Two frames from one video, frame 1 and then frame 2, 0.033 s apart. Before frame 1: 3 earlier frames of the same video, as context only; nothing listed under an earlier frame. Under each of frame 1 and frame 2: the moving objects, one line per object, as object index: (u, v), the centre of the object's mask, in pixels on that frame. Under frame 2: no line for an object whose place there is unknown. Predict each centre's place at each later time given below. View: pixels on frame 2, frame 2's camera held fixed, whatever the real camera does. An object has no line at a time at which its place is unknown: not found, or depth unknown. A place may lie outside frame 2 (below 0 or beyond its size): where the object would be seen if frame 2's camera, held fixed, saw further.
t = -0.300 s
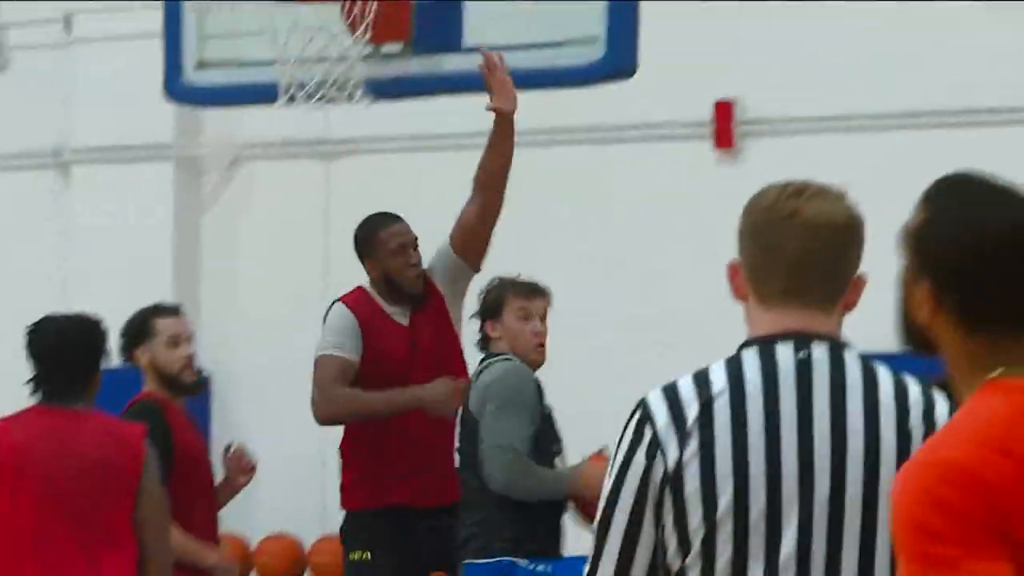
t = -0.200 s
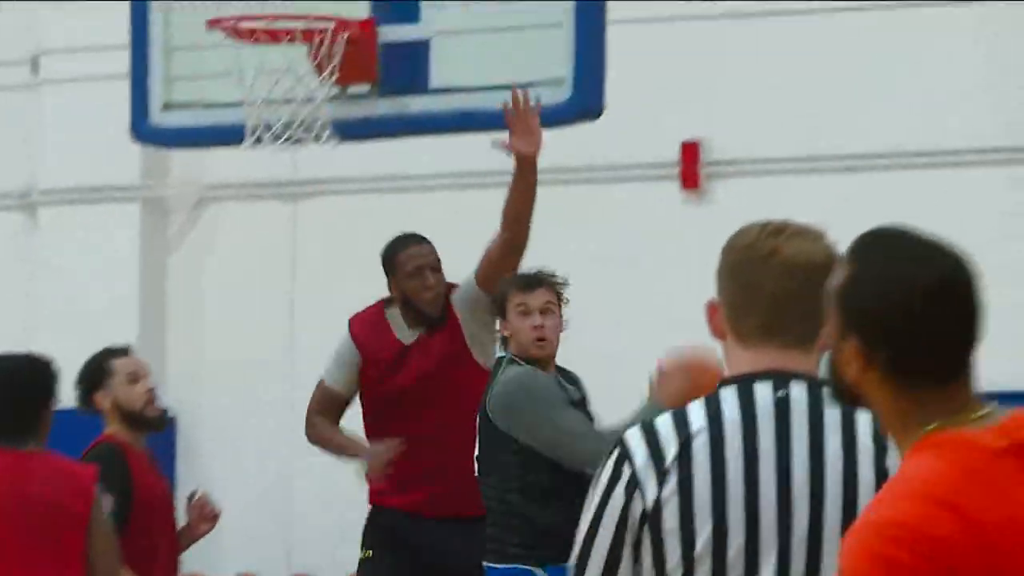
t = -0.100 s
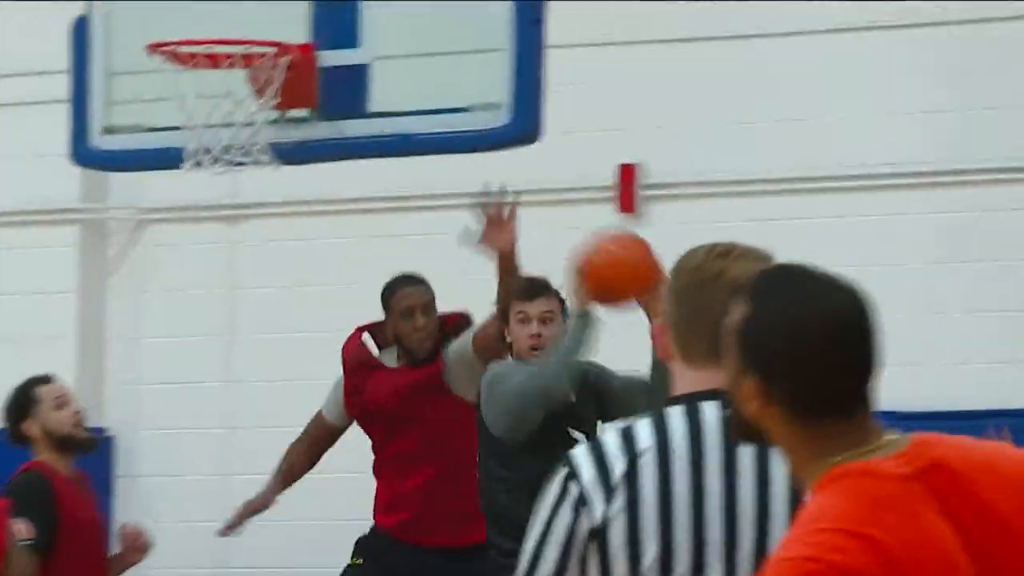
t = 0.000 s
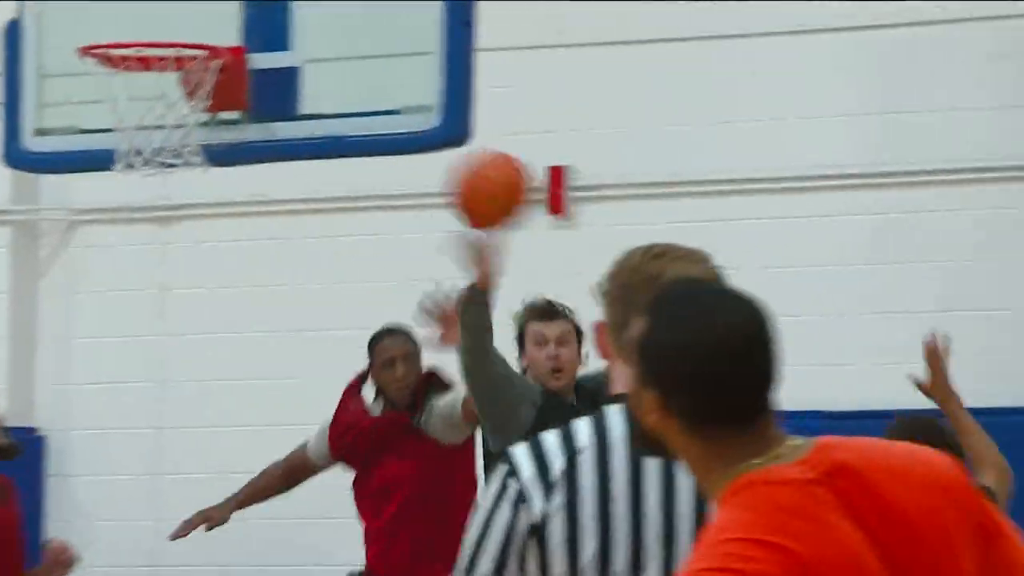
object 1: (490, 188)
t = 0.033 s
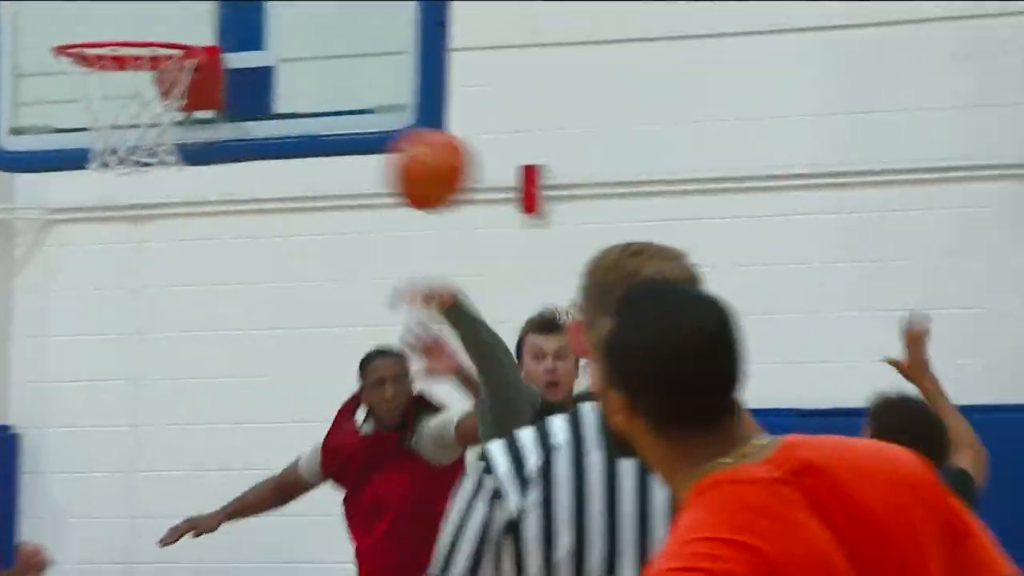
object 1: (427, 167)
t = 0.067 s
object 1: (393, 152)
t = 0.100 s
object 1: (354, 139)
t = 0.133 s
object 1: (317, 130)
